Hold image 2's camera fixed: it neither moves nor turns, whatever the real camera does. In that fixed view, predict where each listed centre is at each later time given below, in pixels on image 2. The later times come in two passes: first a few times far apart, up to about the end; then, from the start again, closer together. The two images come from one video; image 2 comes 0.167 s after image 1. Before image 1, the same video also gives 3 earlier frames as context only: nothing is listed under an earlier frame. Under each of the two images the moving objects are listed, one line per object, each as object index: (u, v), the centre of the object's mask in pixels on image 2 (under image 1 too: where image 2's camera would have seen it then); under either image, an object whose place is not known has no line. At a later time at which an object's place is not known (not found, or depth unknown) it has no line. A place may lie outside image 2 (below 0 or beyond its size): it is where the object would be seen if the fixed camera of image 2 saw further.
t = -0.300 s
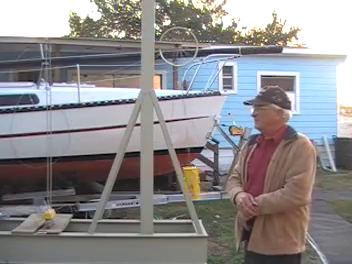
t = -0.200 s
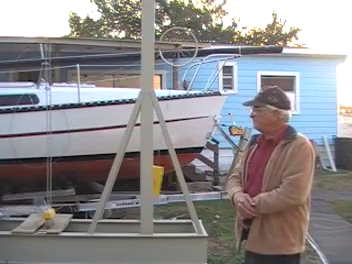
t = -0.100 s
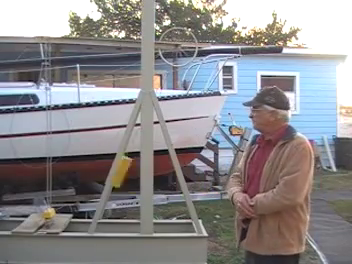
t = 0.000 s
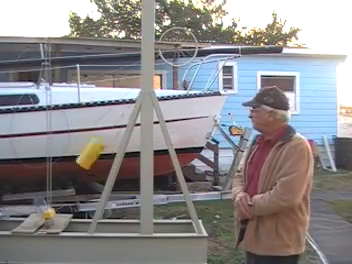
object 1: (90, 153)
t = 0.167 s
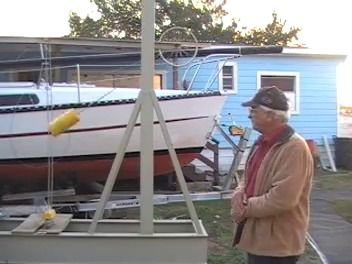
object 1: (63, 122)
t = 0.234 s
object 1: (57, 114)
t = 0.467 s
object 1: (54, 106)
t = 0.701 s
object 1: (75, 137)
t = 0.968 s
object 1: (155, 176)
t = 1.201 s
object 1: (232, 170)
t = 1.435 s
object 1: (285, 128)
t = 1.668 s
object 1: (297, 105)
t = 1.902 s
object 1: (291, 118)
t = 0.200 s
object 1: (60, 117)
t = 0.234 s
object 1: (57, 114)
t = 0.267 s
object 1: (56, 110)
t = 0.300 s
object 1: (54, 107)
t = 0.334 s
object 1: (54, 105)
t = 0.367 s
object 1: (53, 105)
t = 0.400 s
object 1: (53, 105)
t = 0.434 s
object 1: (53, 105)
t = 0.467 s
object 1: (54, 106)
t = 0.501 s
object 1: (56, 109)
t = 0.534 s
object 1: (57, 112)
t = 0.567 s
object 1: (60, 115)
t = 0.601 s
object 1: (63, 120)
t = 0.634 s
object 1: (66, 126)
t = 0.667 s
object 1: (70, 131)
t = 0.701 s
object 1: (75, 137)
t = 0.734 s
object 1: (81, 144)
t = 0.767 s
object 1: (88, 150)
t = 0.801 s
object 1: (96, 157)
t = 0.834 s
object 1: (104, 163)
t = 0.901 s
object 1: (126, 173)
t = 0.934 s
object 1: (134, 178)
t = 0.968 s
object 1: (155, 176)
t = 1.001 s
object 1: (161, 182)
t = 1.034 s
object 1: (172, 183)
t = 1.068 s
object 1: (189, 179)
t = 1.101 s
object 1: (199, 181)
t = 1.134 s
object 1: (211, 178)
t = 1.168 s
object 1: (222, 175)
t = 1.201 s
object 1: (232, 170)
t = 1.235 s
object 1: (236, 159)
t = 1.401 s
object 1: (286, 133)
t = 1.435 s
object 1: (285, 128)
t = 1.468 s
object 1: (287, 123)
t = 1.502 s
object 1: (290, 118)
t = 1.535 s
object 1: (293, 114)
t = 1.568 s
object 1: (295, 111)
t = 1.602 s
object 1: (296, 108)
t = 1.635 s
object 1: (297, 106)
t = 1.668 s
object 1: (297, 105)
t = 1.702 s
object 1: (297, 104)
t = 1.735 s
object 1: (297, 104)
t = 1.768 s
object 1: (297, 105)
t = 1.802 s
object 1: (296, 107)
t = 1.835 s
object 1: (295, 110)
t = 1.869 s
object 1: (293, 114)
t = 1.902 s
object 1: (291, 118)
